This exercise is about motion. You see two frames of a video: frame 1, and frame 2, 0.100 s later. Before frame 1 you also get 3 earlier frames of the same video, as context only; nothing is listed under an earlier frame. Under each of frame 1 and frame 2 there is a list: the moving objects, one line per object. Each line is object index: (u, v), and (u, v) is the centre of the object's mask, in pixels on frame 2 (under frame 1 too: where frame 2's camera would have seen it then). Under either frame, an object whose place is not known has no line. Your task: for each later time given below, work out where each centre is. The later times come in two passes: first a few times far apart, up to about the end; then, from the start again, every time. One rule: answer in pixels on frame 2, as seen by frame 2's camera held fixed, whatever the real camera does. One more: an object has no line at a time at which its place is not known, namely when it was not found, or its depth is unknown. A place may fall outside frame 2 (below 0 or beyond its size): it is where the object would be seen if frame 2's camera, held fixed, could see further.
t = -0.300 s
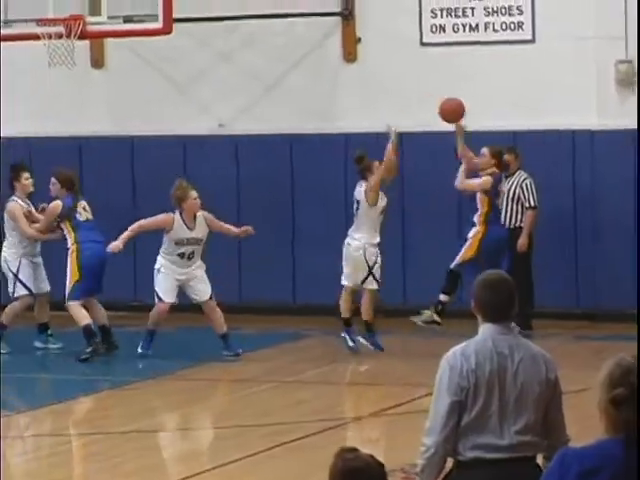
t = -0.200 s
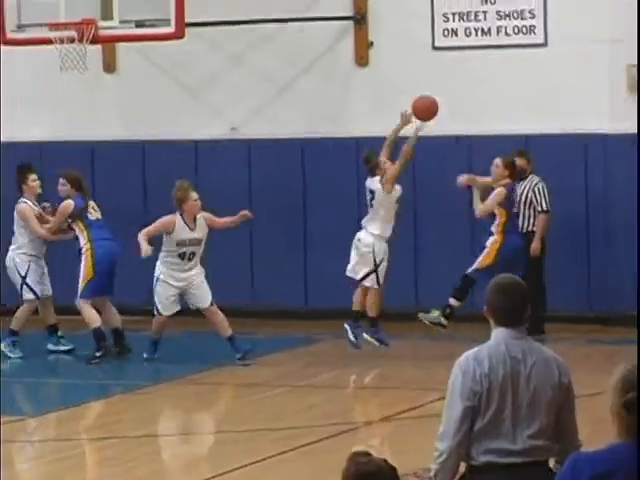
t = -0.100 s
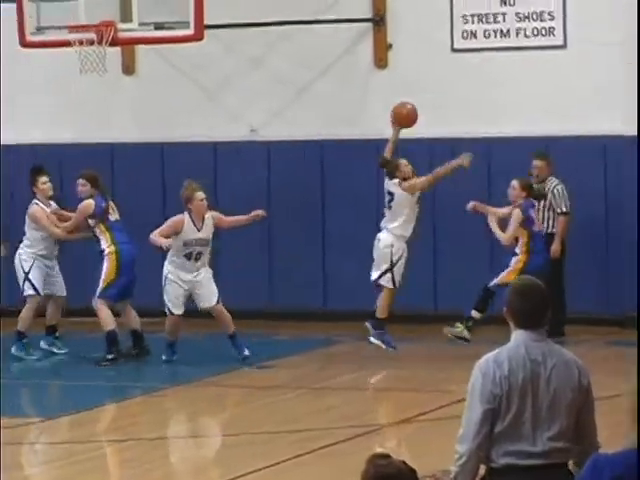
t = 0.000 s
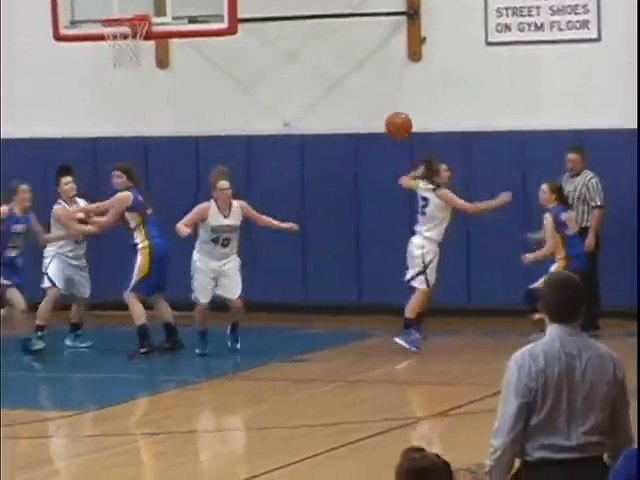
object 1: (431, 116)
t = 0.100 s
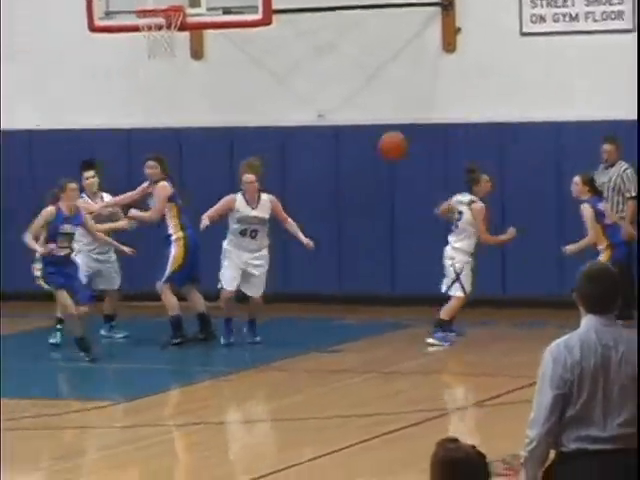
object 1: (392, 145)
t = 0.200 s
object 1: (354, 187)
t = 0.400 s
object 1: (275, 309)
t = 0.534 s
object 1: (228, 363)
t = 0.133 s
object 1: (380, 159)
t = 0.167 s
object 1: (368, 172)
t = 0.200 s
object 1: (354, 187)
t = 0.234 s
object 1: (348, 205)
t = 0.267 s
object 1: (328, 221)
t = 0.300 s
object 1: (316, 241)
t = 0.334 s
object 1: (302, 262)
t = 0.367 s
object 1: (289, 285)
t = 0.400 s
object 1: (275, 309)
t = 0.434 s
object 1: (261, 335)
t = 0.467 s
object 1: (248, 362)
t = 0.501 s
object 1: (235, 385)
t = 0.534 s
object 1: (228, 363)
